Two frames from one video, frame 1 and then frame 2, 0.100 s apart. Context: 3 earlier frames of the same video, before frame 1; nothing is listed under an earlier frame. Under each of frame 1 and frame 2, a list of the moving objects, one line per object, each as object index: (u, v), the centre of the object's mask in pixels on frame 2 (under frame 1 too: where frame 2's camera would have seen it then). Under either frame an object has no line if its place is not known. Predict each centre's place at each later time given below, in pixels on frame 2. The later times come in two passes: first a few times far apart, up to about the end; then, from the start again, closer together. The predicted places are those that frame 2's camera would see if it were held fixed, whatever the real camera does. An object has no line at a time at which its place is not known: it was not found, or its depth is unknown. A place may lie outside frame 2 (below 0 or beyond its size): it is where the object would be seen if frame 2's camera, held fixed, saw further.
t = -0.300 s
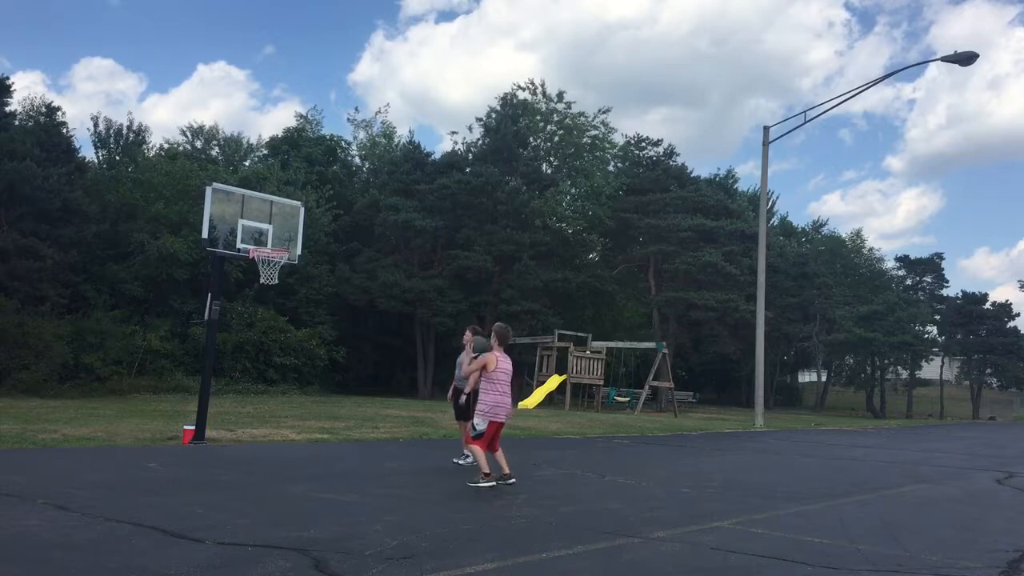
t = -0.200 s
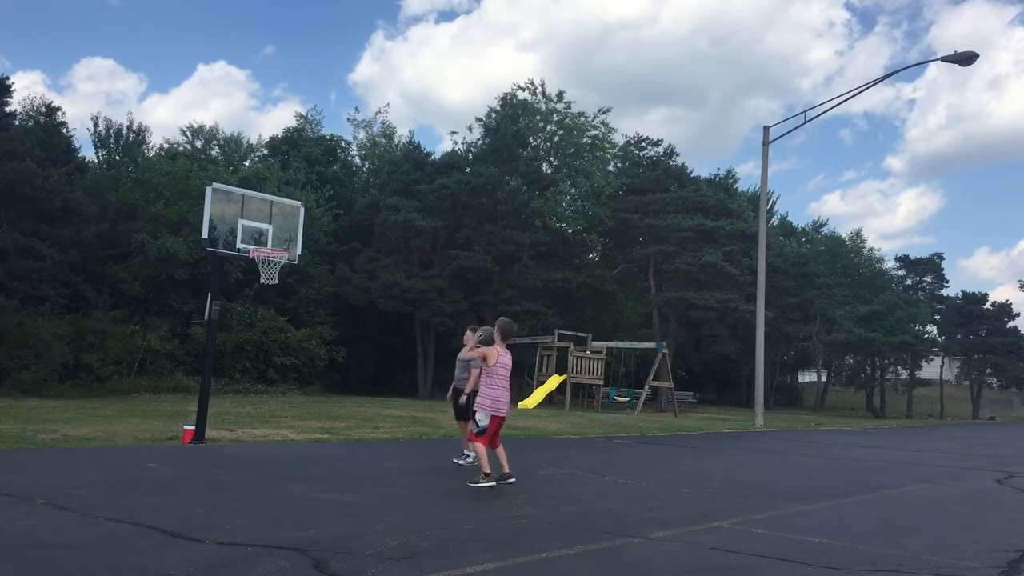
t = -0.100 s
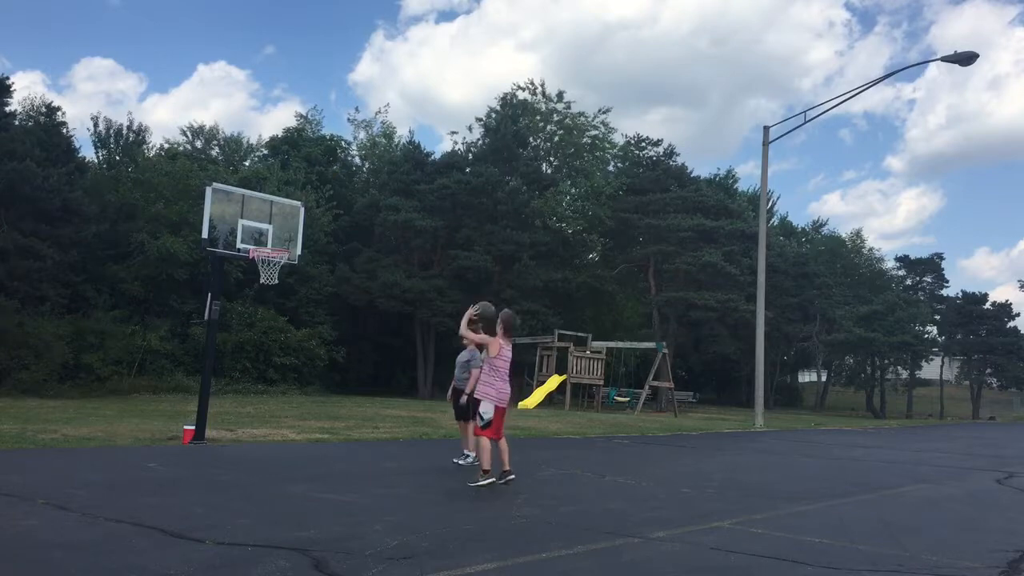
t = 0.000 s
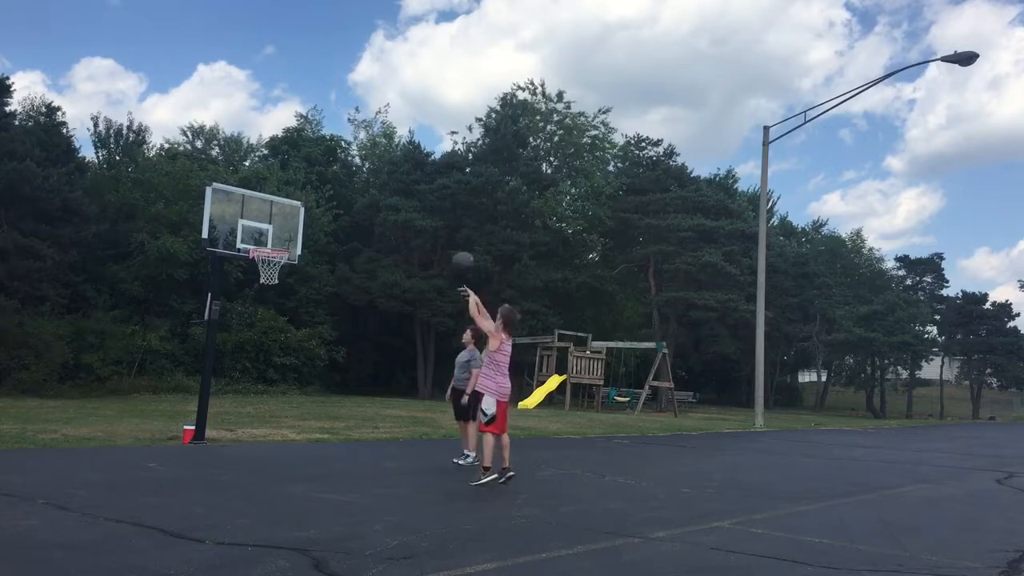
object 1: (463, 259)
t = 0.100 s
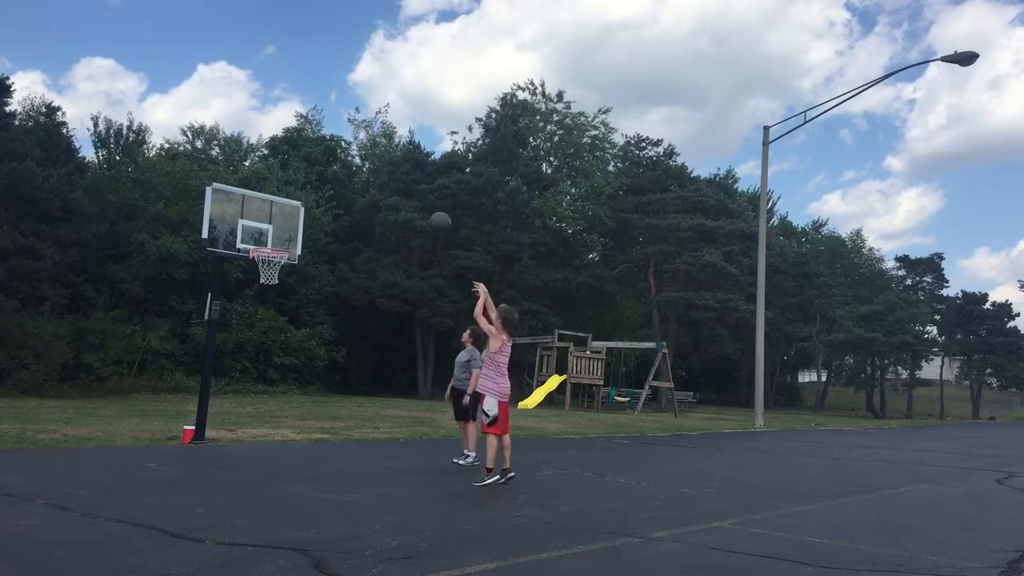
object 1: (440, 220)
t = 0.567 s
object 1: (341, 165)
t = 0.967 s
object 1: (264, 255)
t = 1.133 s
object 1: (254, 282)
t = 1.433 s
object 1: (245, 363)
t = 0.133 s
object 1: (433, 210)
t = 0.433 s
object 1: (369, 164)
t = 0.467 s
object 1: (363, 162)
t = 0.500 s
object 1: (356, 159)
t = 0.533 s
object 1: (349, 162)
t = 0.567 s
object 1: (341, 165)
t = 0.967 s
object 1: (264, 255)
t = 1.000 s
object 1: (257, 261)
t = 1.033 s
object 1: (255, 262)
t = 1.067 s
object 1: (255, 274)
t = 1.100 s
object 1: (254, 275)
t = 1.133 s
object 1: (254, 282)
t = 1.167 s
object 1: (253, 288)
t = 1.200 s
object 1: (252, 295)
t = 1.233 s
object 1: (252, 301)
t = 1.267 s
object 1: (250, 312)
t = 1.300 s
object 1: (249, 319)
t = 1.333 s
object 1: (248, 327)
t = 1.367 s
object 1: (246, 339)
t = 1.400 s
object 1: (246, 351)
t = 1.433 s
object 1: (245, 363)
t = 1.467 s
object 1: (244, 374)
